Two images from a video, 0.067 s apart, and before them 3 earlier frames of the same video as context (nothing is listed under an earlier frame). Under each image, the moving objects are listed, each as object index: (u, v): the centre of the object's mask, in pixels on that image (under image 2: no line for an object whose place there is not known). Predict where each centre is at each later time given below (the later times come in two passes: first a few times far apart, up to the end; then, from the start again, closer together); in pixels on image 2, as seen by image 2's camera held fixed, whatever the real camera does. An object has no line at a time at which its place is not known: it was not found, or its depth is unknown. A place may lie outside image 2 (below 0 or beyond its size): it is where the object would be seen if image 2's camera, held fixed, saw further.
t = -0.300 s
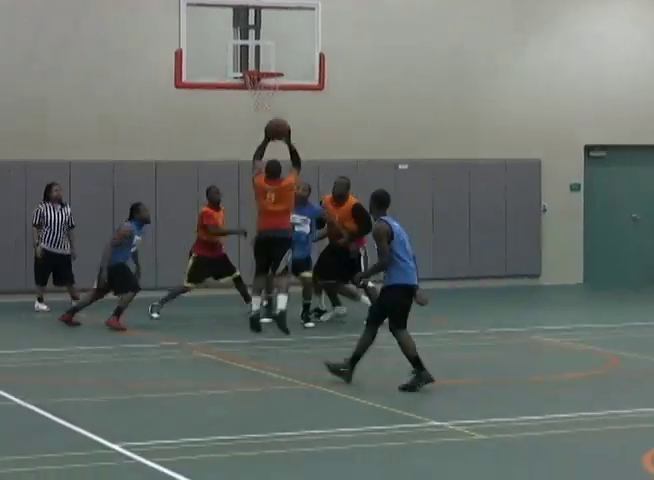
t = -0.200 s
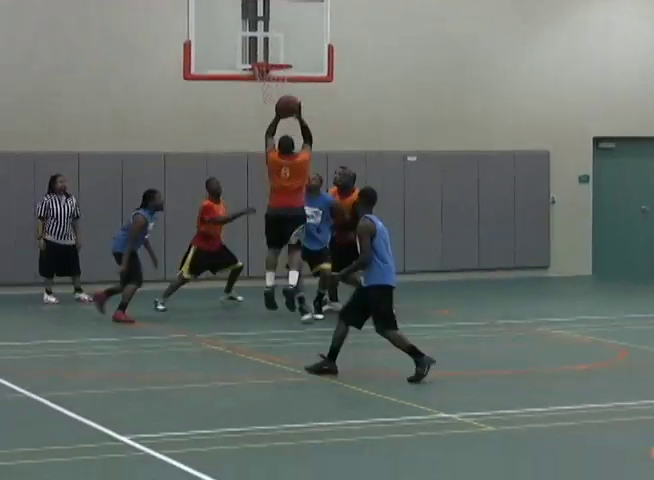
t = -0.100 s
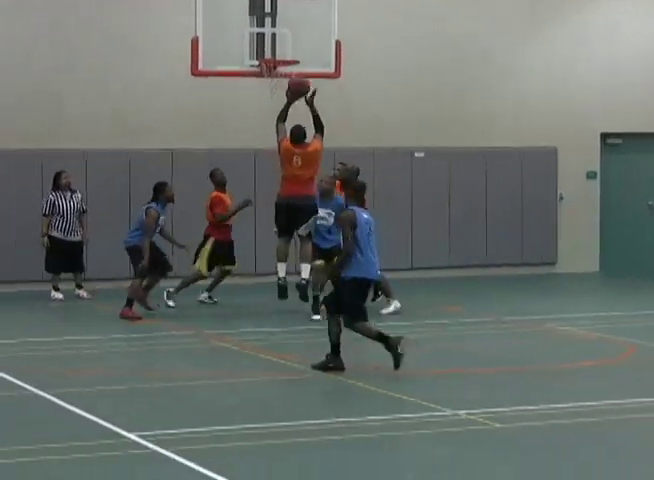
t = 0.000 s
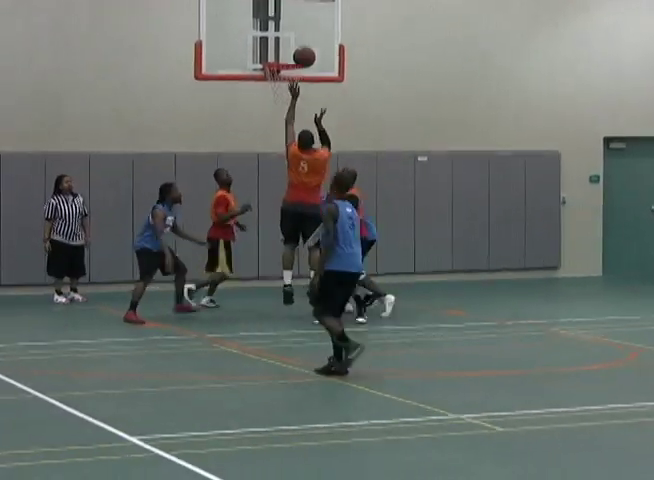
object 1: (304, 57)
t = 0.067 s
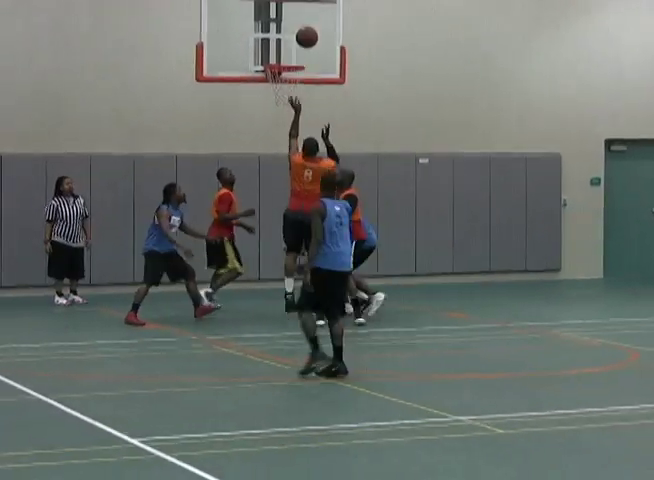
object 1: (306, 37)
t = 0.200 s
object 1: (309, 7)
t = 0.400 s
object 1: (312, -7)
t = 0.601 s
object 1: (315, 8)
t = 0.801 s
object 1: (318, 57)
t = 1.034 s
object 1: (319, 151)
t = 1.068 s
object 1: (319, 167)
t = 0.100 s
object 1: (307, 28)
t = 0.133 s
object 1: (308, 20)
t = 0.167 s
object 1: (308, 13)
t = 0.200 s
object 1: (309, 7)
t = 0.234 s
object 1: (310, 3)
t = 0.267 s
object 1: (310, -1)
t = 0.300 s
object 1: (311, -3)
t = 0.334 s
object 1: (310, -5)
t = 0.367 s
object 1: (311, -6)
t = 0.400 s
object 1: (312, -7)
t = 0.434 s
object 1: (312, -8)
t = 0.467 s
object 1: (313, -8)
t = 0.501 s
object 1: (313, -5)
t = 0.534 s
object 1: (314, -2)
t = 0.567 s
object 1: (314, 3)
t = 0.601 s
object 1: (315, 8)
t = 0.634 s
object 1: (315, 14)
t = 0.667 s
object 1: (316, 21)
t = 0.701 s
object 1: (316, 29)
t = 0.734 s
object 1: (317, 37)
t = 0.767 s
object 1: (317, 47)
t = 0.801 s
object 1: (318, 57)
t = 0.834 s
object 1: (318, 68)
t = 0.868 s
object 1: (318, 80)
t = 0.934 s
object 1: (319, 106)
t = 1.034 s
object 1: (319, 151)
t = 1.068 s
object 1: (319, 167)
